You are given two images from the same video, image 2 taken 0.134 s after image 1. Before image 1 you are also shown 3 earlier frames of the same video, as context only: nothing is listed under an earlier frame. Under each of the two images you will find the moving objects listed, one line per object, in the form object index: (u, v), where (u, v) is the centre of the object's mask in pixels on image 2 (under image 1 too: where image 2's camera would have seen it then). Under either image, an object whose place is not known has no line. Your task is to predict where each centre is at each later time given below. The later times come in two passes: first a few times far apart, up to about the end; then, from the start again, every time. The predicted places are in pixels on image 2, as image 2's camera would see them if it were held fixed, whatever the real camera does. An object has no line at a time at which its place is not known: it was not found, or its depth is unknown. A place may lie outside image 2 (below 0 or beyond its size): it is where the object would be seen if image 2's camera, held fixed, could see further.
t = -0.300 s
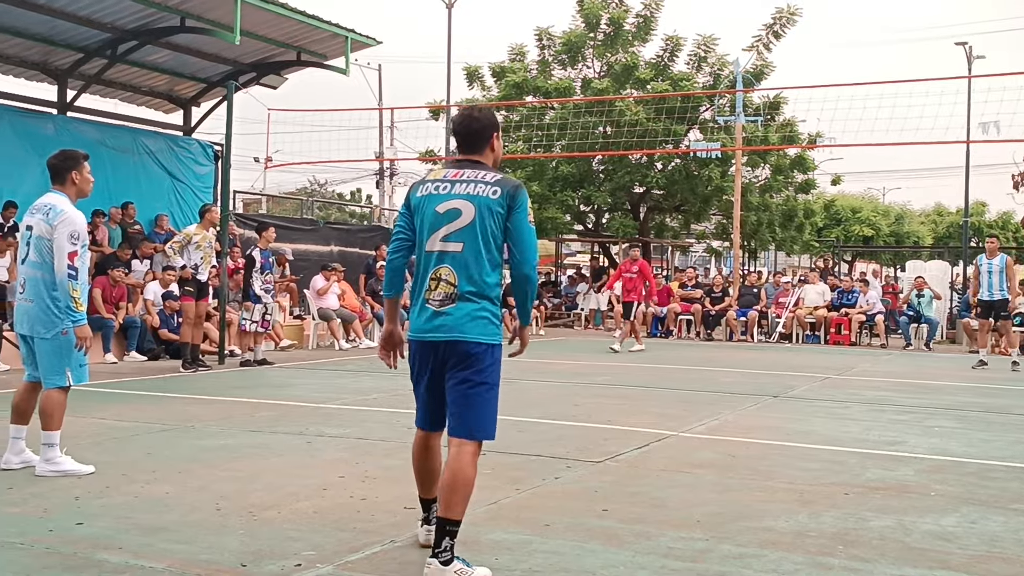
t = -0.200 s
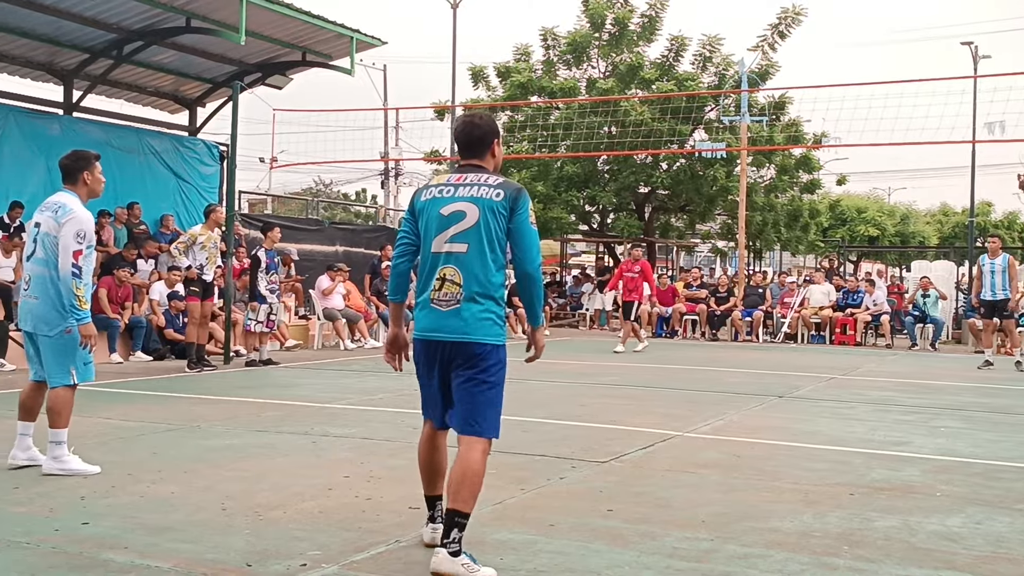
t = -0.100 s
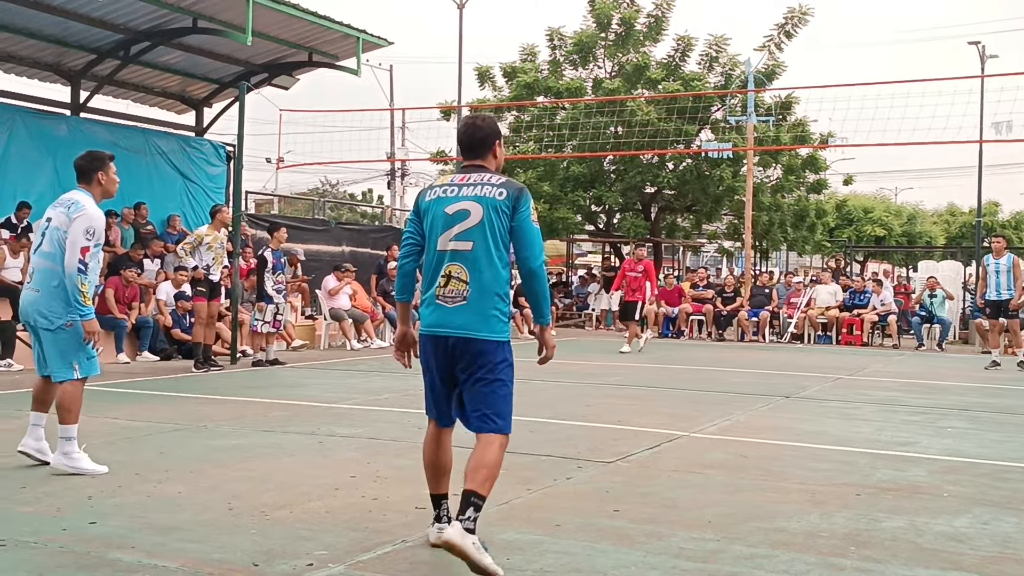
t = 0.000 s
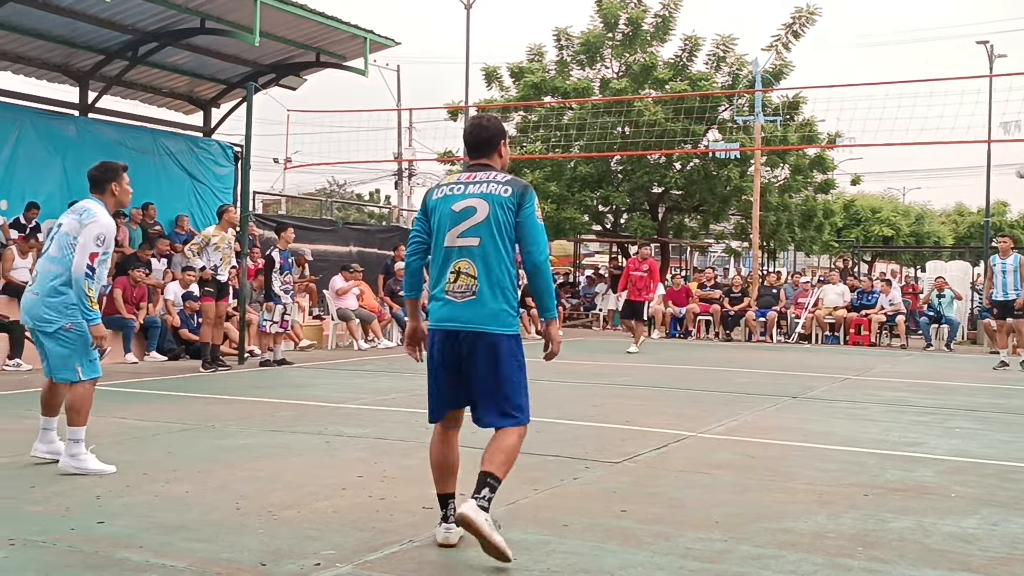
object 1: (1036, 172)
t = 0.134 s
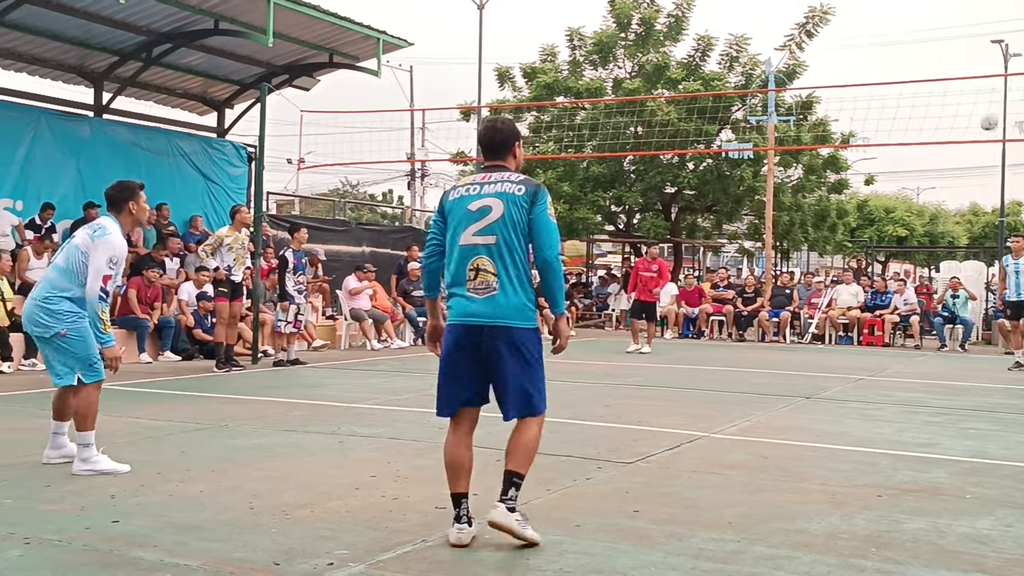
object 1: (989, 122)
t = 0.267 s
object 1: (930, 83)
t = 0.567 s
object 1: (753, 31)
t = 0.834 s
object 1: (518, 54)
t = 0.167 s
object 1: (975, 111)
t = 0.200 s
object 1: (960, 101)
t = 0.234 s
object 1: (945, 91)
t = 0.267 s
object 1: (930, 83)
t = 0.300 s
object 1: (913, 73)
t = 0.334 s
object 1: (896, 66)
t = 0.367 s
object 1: (878, 58)
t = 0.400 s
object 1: (860, 52)
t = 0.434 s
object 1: (840, 46)
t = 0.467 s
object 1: (820, 41)
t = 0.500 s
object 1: (800, 37)
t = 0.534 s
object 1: (776, 33)
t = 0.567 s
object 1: (753, 31)
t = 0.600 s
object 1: (729, 30)
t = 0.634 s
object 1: (703, 28)
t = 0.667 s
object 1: (676, 29)
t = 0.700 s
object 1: (648, 31)
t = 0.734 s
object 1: (619, 33)
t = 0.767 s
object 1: (587, 40)
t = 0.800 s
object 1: (552, 47)
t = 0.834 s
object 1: (518, 54)
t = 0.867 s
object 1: (481, 63)
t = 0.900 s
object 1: (441, 77)
